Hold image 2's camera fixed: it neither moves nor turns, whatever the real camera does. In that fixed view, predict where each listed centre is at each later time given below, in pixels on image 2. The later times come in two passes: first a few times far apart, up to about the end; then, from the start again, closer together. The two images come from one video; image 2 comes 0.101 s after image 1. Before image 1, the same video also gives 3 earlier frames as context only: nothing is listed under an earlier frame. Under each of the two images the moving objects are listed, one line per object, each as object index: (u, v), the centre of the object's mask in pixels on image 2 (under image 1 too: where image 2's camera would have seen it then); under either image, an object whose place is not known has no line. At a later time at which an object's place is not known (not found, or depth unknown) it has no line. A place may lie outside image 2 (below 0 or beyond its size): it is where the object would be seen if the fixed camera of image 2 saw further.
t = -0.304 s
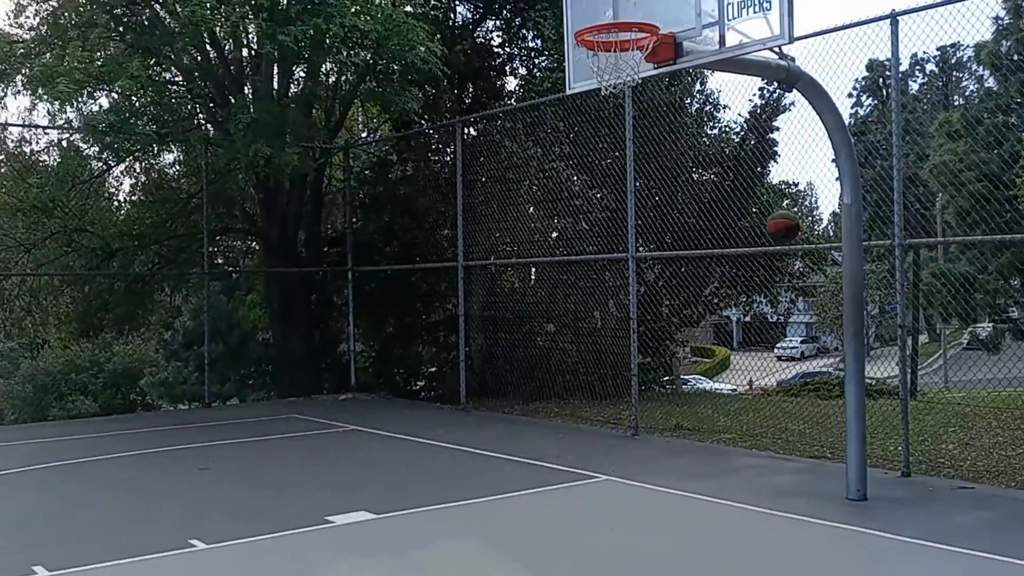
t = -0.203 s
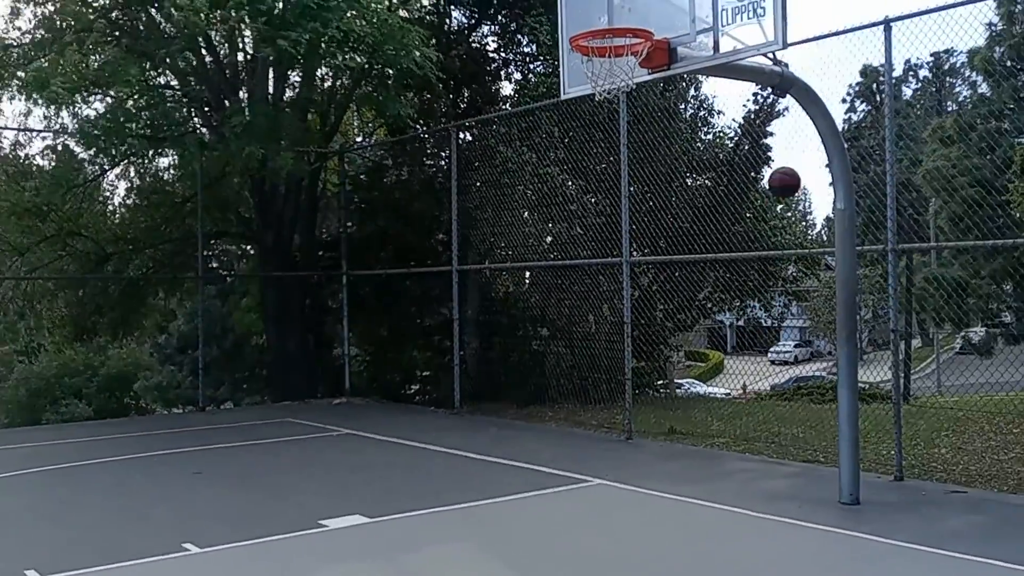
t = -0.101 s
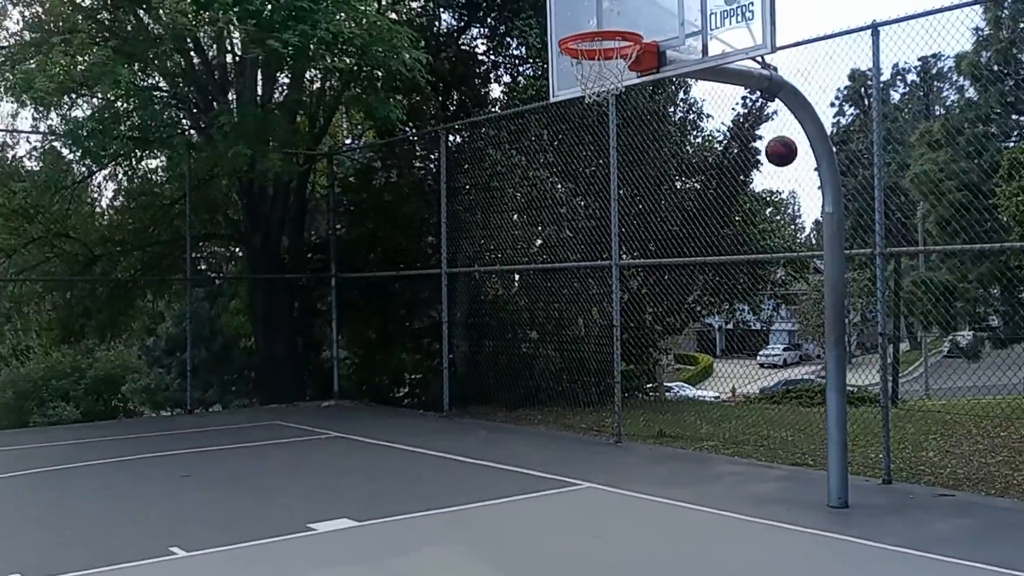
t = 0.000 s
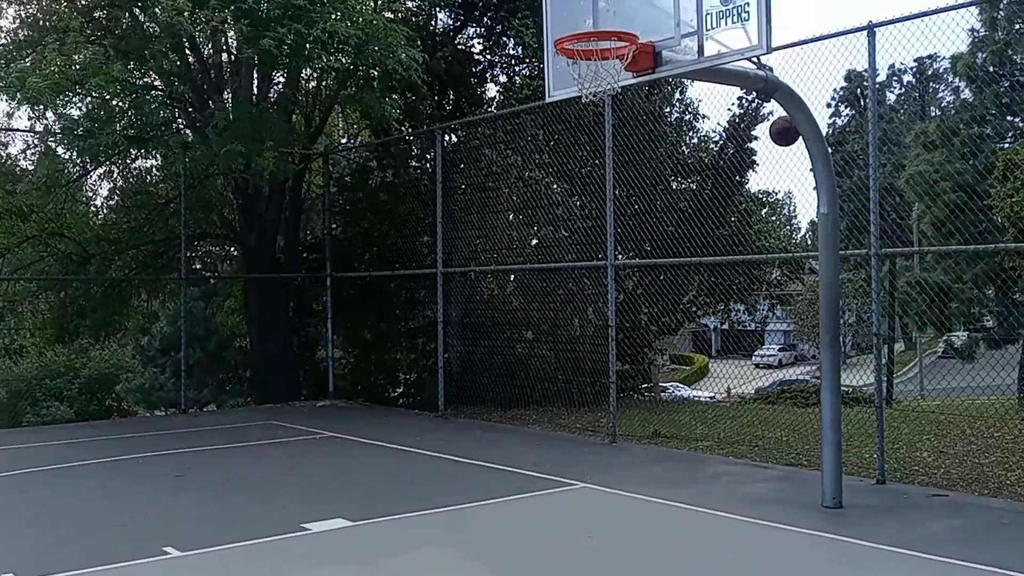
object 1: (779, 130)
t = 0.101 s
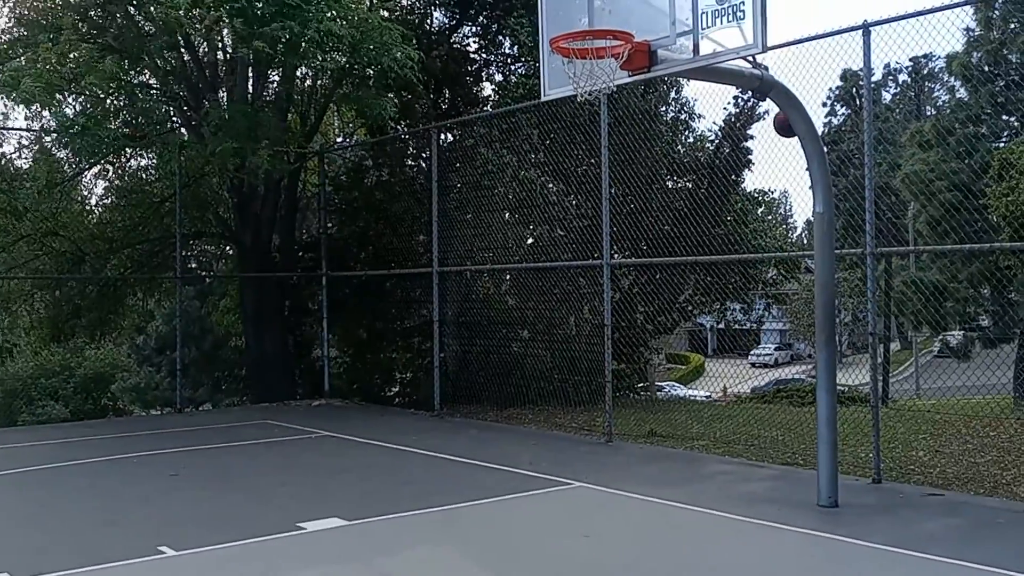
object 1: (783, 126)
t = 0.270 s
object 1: (795, 142)
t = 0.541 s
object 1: (807, 221)
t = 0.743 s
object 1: (800, 317)
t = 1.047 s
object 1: (769, 462)
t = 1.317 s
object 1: (721, 462)
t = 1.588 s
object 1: (670, 468)
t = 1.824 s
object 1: (625, 476)
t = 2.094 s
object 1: (568, 487)
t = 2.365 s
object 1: (508, 498)
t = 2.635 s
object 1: (445, 513)
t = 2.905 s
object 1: (380, 519)
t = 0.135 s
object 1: (785, 126)
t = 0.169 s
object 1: (787, 129)
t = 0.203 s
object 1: (789, 132)
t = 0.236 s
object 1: (792, 136)
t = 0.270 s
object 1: (795, 142)
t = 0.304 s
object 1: (798, 149)
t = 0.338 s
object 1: (801, 157)
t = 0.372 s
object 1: (803, 166)
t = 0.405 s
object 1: (806, 177)
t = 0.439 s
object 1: (808, 189)
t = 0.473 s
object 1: (809, 200)
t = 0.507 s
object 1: (809, 210)
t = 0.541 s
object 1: (807, 221)
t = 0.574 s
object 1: (806, 233)
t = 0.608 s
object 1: (805, 247)
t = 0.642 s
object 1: (804, 262)
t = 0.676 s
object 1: (803, 279)
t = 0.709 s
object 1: (802, 297)
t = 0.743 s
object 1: (800, 317)
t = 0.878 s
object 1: (790, 408)
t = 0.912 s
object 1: (788, 435)
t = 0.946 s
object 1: (786, 447)
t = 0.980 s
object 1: (781, 451)
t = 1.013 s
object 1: (775, 454)
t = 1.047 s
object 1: (769, 462)
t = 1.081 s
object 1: (764, 467)
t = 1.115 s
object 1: (757, 462)
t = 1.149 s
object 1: (752, 459)
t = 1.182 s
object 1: (746, 457)
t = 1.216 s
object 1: (739, 456)
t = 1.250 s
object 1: (732, 457)
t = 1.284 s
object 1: (727, 459)
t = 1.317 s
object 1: (721, 462)
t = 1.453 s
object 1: (695, 469)
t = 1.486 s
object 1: (689, 466)
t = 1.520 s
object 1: (683, 466)
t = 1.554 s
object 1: (677, 466)
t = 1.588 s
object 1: (670, 468)
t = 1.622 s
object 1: (665, 472)
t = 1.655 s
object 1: (658, 477)
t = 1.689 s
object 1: (652, 483)
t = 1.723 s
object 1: (645, 482)
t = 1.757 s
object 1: (638, 479)
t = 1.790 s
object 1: (632, 477)
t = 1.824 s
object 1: (625, 476)
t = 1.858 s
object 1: (618, 477)
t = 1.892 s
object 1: (611, 480)
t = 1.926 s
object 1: (604, 484)
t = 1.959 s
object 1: (598, 489)
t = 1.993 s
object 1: (591, 491)
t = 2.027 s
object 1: (583, 488)
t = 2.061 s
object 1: (576, 487)
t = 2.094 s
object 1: (568, 487)
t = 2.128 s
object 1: (561, 489)
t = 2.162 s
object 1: (553, 493)
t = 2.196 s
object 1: (546, 499)
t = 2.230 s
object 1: (539, 499)
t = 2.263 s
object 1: (531, 496)
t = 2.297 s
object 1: (524, 496)
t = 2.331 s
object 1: (516, 496)
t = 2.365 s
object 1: (508, 498)
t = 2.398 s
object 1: (501, 502)
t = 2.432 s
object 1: (493, 508)
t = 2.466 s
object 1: (485, 505)
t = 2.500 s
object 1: (478, 503)
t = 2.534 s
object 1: (470, 504)
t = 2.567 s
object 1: (462, 506)
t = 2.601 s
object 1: (454, 511)
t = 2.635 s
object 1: (445, 513)
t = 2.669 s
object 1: (438, 511)
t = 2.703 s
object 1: (429, 510)
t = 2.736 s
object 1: (421, 512)
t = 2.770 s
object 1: (414, 514)
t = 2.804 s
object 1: (405, 519)
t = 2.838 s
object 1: (396, 519)
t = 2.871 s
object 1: (388, 518)
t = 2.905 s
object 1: (380, 519)
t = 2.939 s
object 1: (372, 521)
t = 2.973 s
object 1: (362, 526)
